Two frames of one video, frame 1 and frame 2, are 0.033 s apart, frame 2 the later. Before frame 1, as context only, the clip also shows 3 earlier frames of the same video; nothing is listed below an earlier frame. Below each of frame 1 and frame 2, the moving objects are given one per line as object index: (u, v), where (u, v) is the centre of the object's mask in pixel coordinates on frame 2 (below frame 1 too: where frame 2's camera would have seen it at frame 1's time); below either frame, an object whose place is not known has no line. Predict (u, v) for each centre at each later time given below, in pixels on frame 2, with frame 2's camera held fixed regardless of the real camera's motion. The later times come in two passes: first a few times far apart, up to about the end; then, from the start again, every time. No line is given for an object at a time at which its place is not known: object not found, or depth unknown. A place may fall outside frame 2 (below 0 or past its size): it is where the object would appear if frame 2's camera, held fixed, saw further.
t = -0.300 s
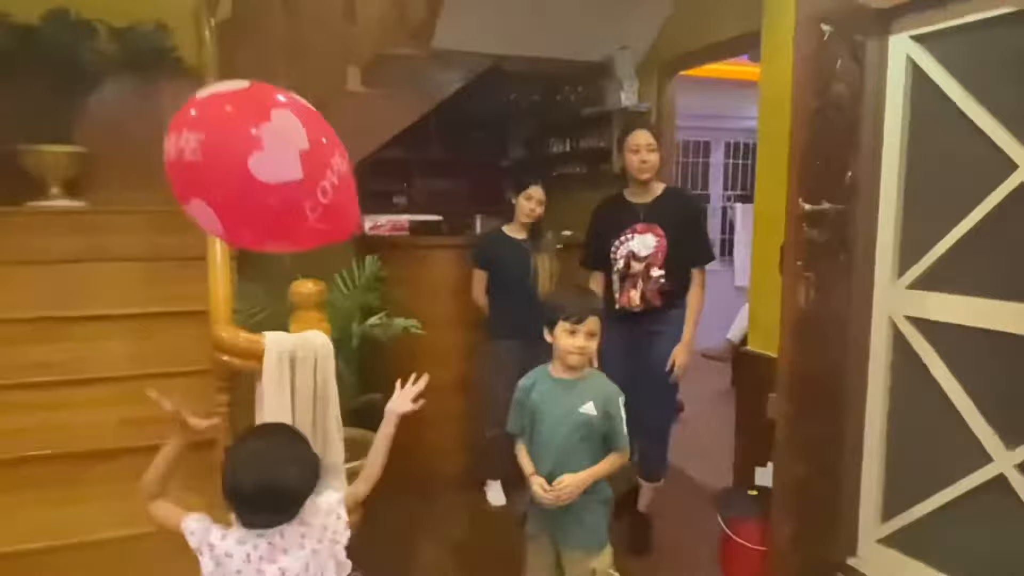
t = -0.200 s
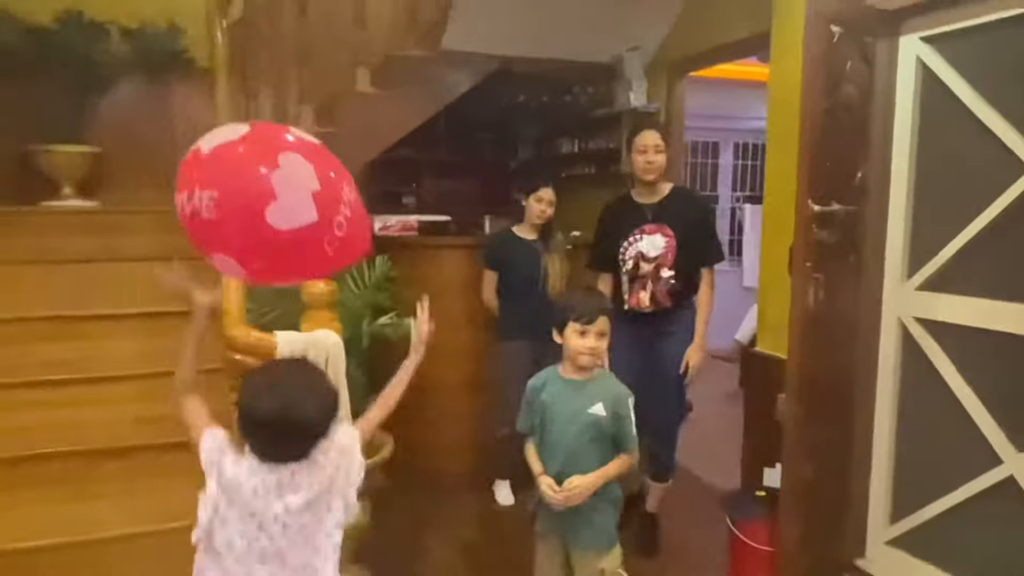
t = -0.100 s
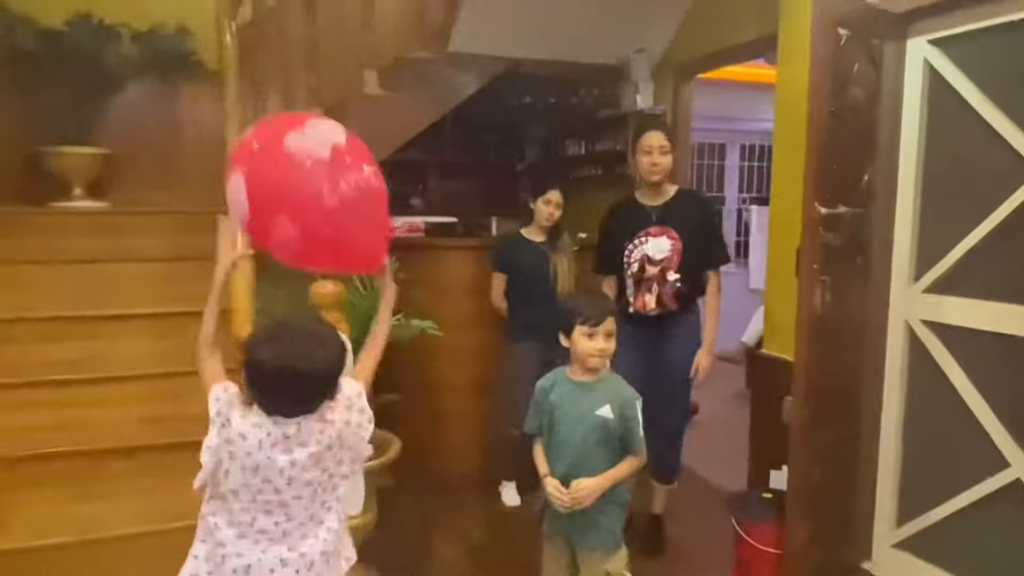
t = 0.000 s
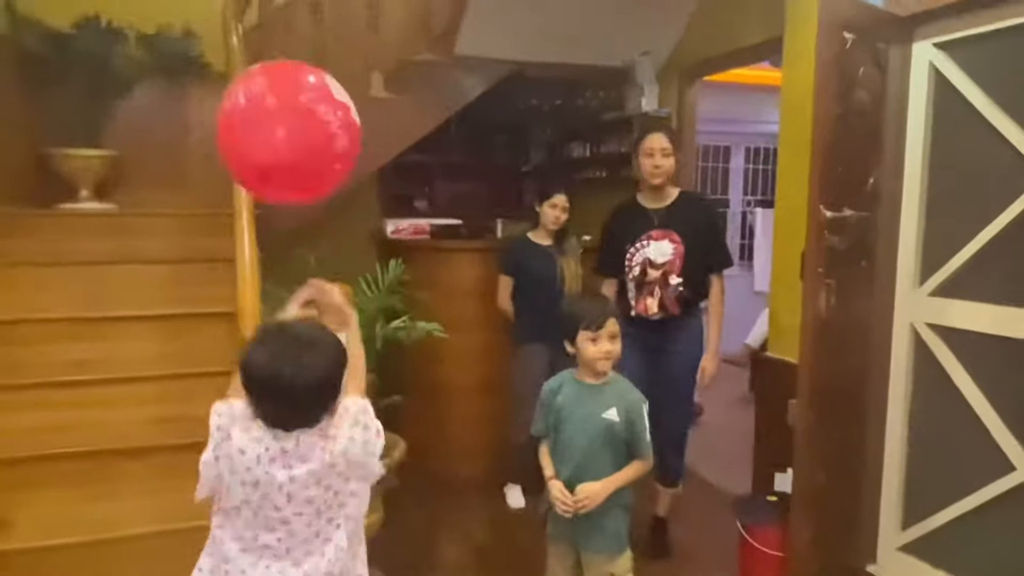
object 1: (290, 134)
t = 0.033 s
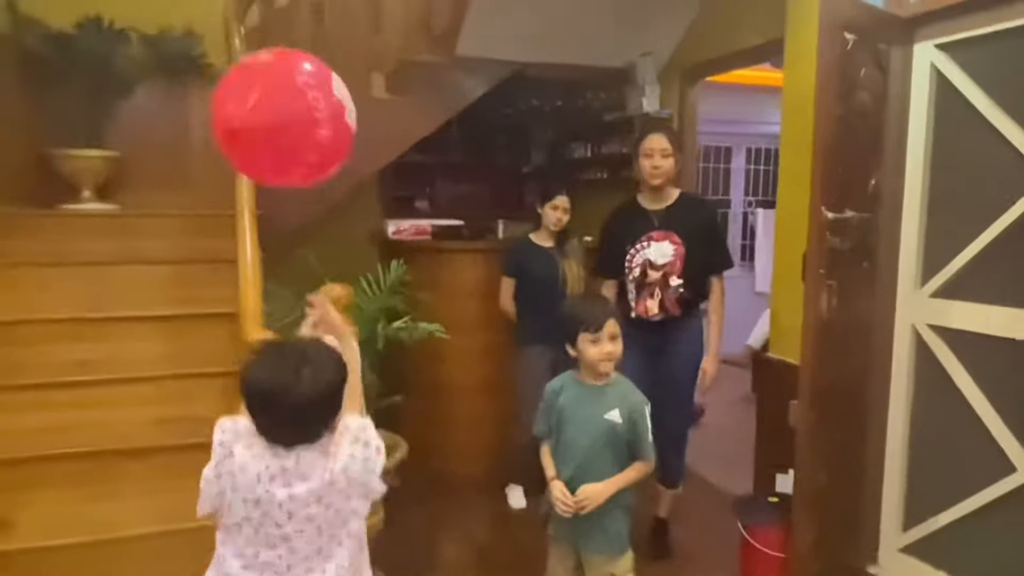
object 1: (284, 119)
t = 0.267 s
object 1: (242, 48)
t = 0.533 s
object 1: (211, 23)
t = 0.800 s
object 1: (202, 21)
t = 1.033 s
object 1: (200, 36)
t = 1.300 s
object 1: (201, 77)
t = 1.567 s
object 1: (203, 141)
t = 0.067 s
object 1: (276, 104)
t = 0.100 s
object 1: (268, 90)
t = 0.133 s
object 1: (261, 77)
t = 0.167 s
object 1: (256, 66)
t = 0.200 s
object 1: (251, 59)
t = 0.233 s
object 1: (247, 53)
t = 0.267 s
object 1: (242, 48)
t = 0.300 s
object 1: (238, 44)
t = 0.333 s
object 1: (233, 40)
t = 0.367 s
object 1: (229, 37)
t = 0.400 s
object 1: (224, 33)
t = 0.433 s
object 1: (220, 30)
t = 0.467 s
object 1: (217, 27)
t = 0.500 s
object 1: (214, 25)
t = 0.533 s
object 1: (211, 23)
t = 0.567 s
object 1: (210, 23)
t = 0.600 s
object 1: (208, 22)
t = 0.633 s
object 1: (206, 21)
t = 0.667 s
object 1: (206, 20)
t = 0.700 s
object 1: (206, 20)
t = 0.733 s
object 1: (204, 20)
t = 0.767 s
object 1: (202, 20)
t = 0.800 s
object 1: (202, 21)
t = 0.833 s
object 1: (201, 21)
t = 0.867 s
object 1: (201, 23)
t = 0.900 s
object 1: (201, 24)
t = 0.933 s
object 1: (200, 26)
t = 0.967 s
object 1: (202, 30)
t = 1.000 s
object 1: (201, 33)
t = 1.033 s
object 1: (200, 36)
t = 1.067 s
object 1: (200, 40)
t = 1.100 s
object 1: (199, 43)
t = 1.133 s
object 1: (199, 47)
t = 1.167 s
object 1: (200, 50)
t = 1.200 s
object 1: (199, 57)
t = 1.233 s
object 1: (200, 62)
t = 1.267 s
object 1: (201, 70)
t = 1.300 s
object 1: (201, 77)
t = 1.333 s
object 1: (201, 85)
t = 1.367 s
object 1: (201, 92)
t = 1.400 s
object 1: (200, 101)
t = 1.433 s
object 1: (199, 109)
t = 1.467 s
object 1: (202, 116)
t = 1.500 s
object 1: (203, 123)
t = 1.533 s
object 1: (204, 132)
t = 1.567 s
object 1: (203, 141)
